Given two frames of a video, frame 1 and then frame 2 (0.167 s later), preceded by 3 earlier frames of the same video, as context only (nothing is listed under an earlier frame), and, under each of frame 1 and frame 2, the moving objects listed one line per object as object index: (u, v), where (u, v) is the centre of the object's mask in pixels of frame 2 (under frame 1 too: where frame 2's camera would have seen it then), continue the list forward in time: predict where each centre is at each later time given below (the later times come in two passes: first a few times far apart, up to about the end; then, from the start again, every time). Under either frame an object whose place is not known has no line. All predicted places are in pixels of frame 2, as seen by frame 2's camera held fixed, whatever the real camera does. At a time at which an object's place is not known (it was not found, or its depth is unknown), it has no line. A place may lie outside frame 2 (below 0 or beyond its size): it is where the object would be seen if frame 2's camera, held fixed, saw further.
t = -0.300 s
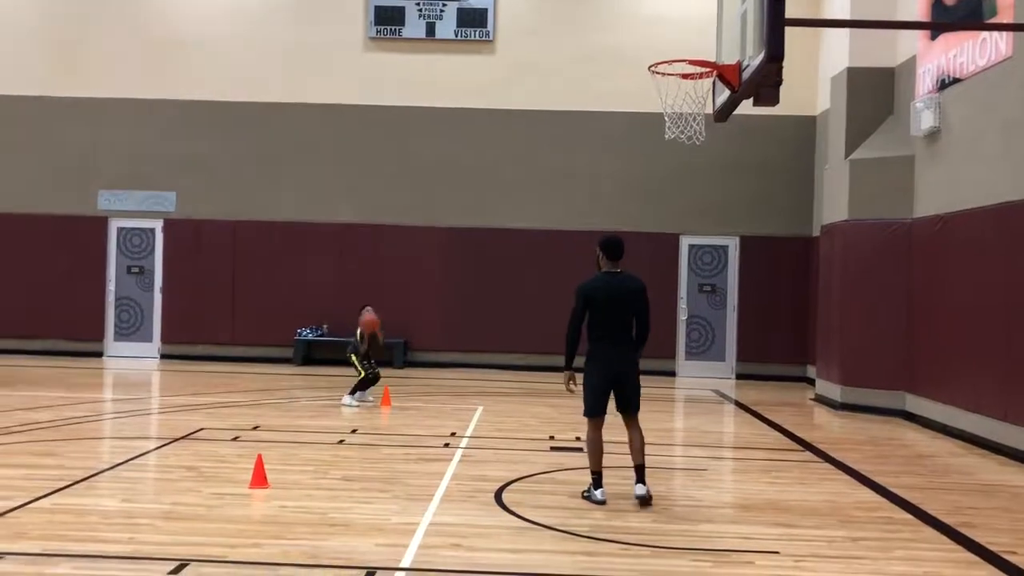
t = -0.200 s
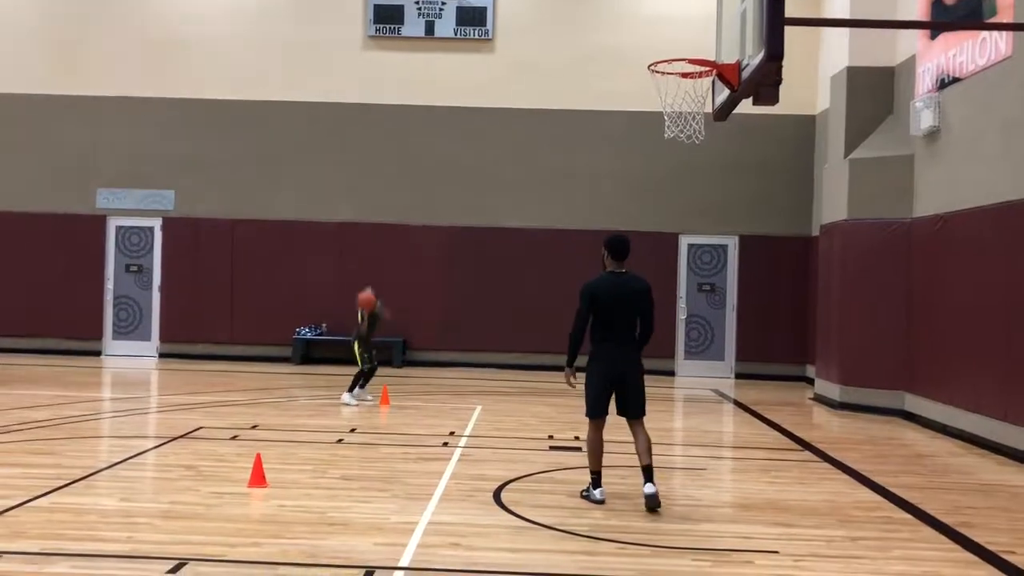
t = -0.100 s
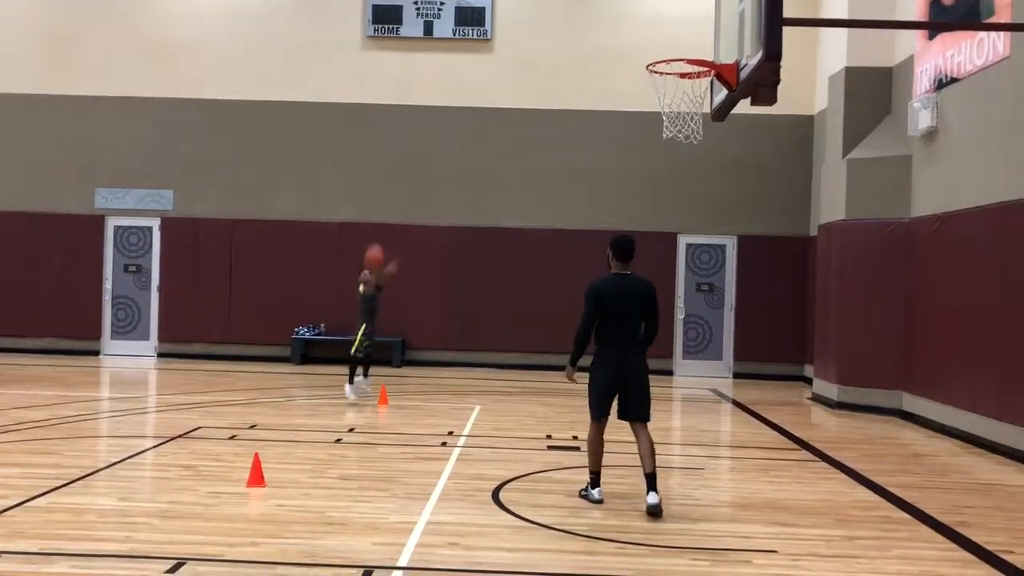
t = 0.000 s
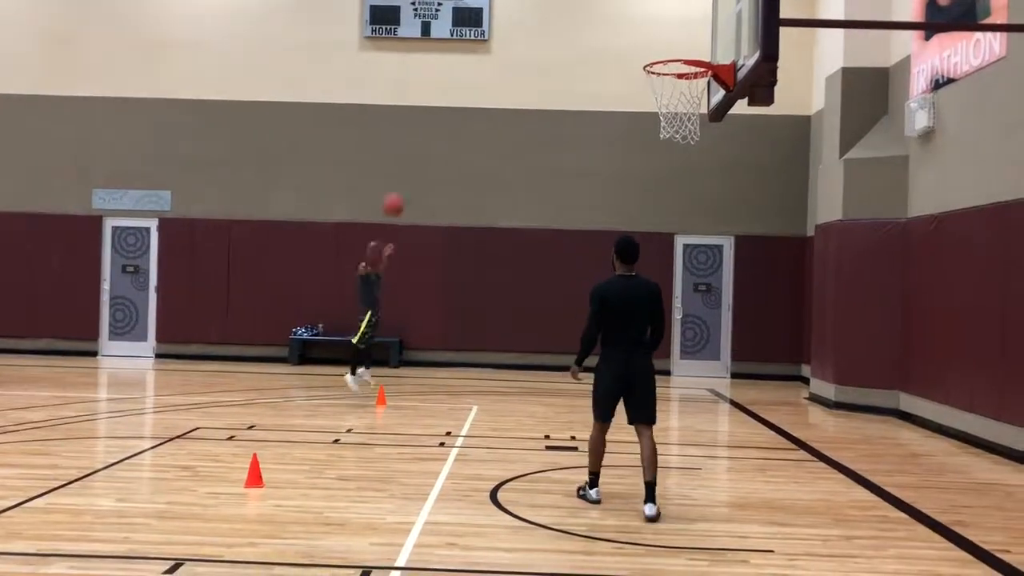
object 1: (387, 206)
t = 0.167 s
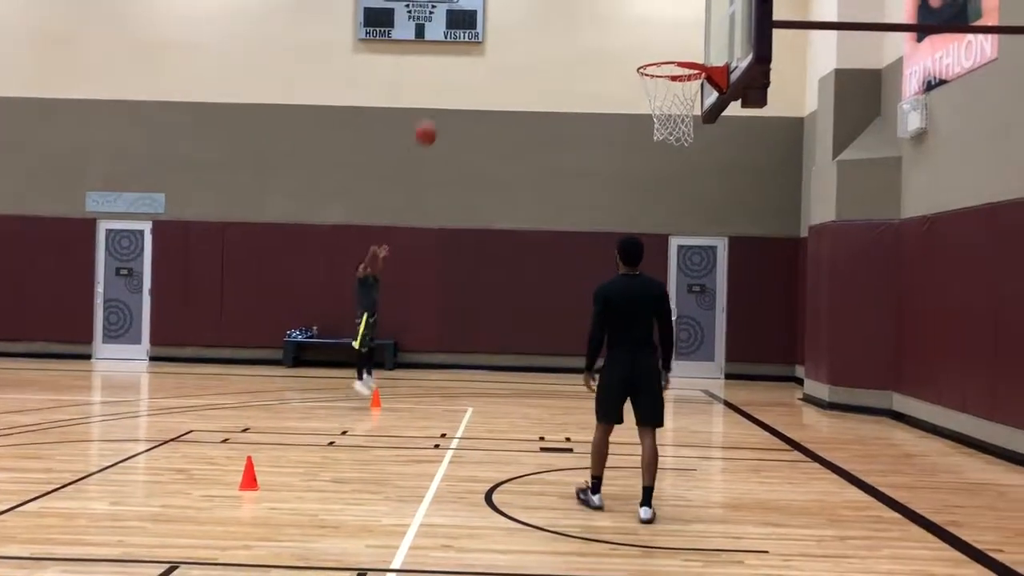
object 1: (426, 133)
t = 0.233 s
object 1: (442, 109)
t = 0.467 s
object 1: (503, 50)
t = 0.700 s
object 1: (577, 44)
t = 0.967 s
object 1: (633, 138)
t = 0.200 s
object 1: (433, 122)
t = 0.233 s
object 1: (442, 109)
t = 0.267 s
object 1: (450, 97)
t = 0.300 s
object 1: (458, 87)
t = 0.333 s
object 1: (467, 78)
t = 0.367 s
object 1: (476, 69)
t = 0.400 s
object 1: (485, 62)
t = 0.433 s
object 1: (494, 55)
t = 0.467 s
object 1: (503, 50)
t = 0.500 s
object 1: (513, 45)
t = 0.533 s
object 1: (523, 42)
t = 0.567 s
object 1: (533, 39)
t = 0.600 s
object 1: (543, 38)
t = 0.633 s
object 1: (554, 39)
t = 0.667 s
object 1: (565, 41)
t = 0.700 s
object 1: (577, 44)
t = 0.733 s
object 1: (588, 48)
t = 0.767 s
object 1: (600, 54)
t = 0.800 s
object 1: (612, 62)
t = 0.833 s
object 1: (623, 71)
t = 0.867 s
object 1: (636, 82)
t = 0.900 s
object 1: (637, 96)
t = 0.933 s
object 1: (635, 115)
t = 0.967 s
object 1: (633, 138)
